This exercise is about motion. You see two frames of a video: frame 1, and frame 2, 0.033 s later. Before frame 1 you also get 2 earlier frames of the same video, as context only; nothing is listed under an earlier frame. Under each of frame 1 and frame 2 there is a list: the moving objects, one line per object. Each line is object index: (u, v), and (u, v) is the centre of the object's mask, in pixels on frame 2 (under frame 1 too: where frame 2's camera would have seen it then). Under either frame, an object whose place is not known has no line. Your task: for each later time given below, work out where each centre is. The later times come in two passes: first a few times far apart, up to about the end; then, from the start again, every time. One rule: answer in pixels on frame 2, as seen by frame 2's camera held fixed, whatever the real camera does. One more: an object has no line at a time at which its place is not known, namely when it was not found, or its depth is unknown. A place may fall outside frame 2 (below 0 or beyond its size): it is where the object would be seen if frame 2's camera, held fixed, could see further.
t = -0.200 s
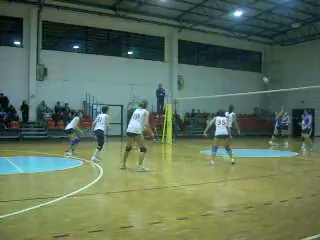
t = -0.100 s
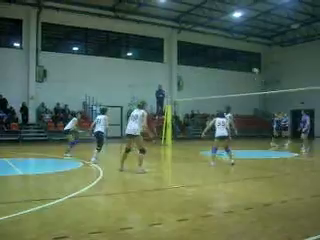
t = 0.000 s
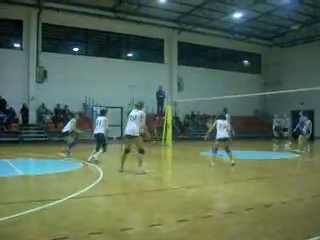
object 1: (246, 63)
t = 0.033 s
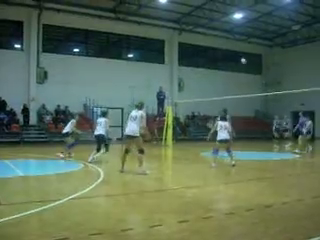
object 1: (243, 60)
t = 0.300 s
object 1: (215, 49)
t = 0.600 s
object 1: (179, 58)
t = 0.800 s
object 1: (153, 77)
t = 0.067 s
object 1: (240, 58)
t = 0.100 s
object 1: (236, 56)
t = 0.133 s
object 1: (233, 54)
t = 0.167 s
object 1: (229, 53)
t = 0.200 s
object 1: (226, 51)
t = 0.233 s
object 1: (222, 51)
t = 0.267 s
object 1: (218, 50)
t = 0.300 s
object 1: (215, 49)
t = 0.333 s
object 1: (211, 49)
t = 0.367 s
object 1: (207, 49)
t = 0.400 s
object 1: (203, 49)
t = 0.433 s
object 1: (199, 49)
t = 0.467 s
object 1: (195, 51)
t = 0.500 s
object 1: (191, 52)
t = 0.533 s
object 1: (187, 54)
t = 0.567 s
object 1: (183, 55)
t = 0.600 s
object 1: (179, 58)
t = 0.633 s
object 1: (175, 59)
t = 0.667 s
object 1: (170, 62)
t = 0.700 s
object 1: (166, 65)
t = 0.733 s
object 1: (161, 69)
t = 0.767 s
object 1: (157, 72)
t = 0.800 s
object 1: (153, 77)
